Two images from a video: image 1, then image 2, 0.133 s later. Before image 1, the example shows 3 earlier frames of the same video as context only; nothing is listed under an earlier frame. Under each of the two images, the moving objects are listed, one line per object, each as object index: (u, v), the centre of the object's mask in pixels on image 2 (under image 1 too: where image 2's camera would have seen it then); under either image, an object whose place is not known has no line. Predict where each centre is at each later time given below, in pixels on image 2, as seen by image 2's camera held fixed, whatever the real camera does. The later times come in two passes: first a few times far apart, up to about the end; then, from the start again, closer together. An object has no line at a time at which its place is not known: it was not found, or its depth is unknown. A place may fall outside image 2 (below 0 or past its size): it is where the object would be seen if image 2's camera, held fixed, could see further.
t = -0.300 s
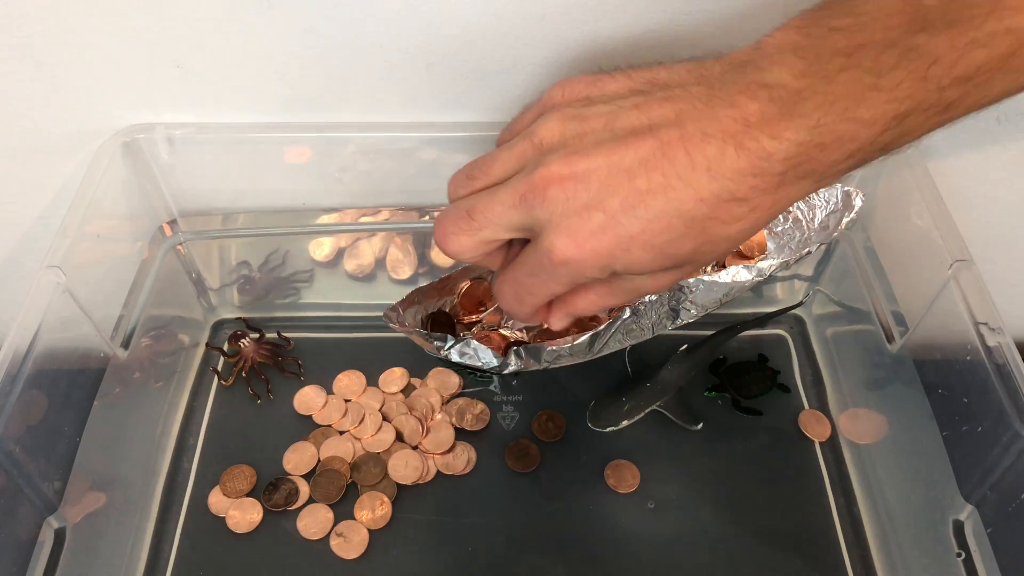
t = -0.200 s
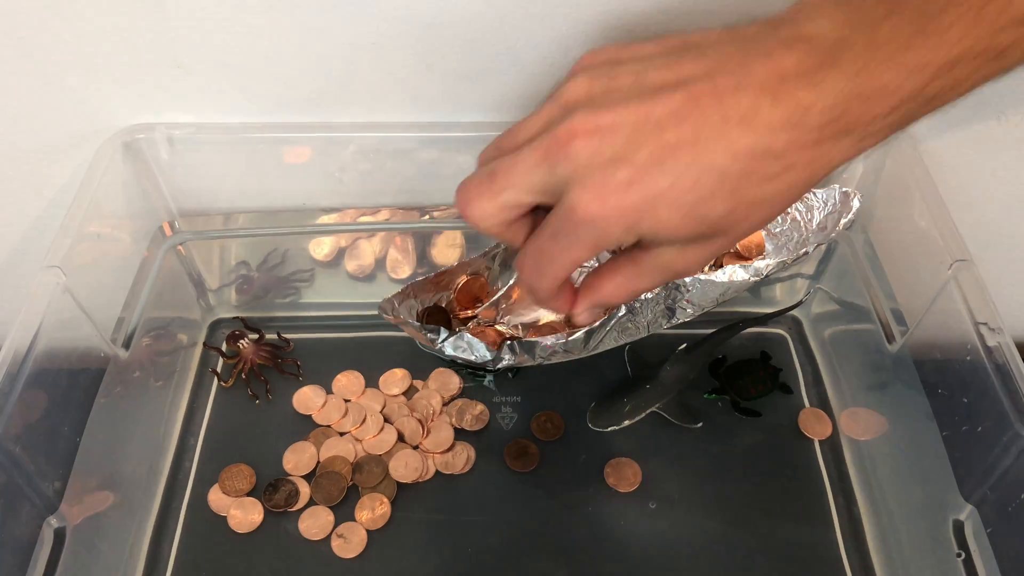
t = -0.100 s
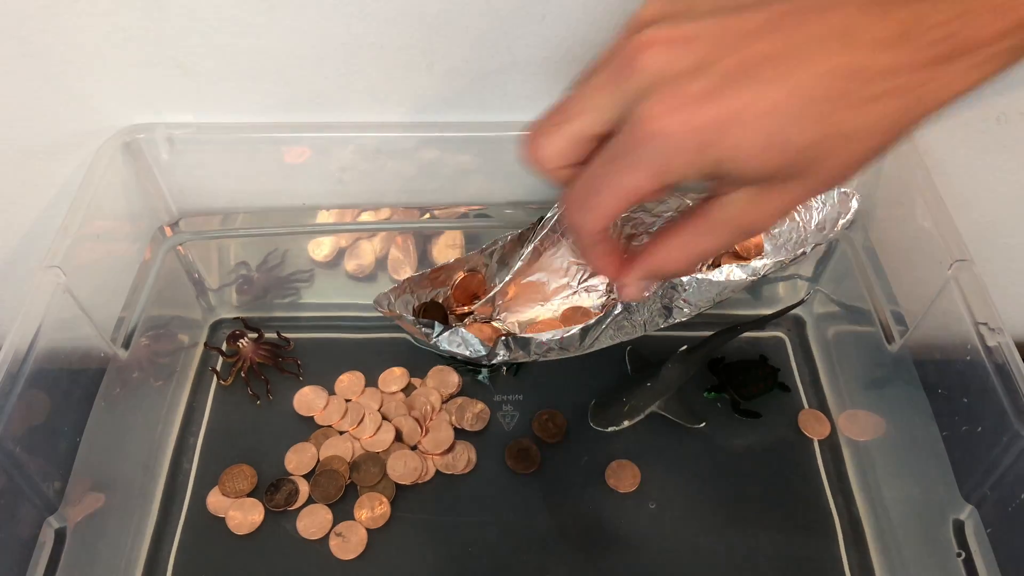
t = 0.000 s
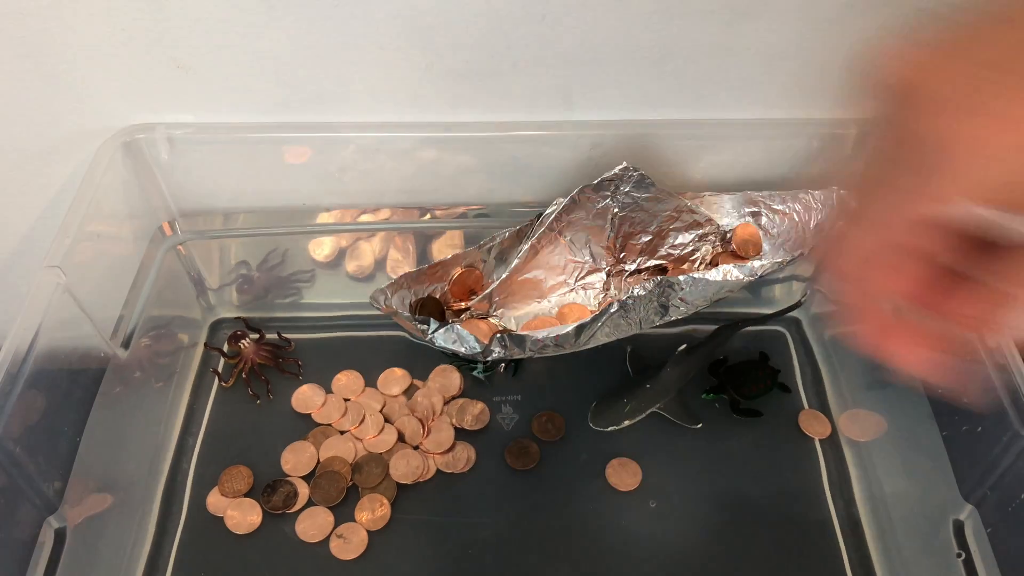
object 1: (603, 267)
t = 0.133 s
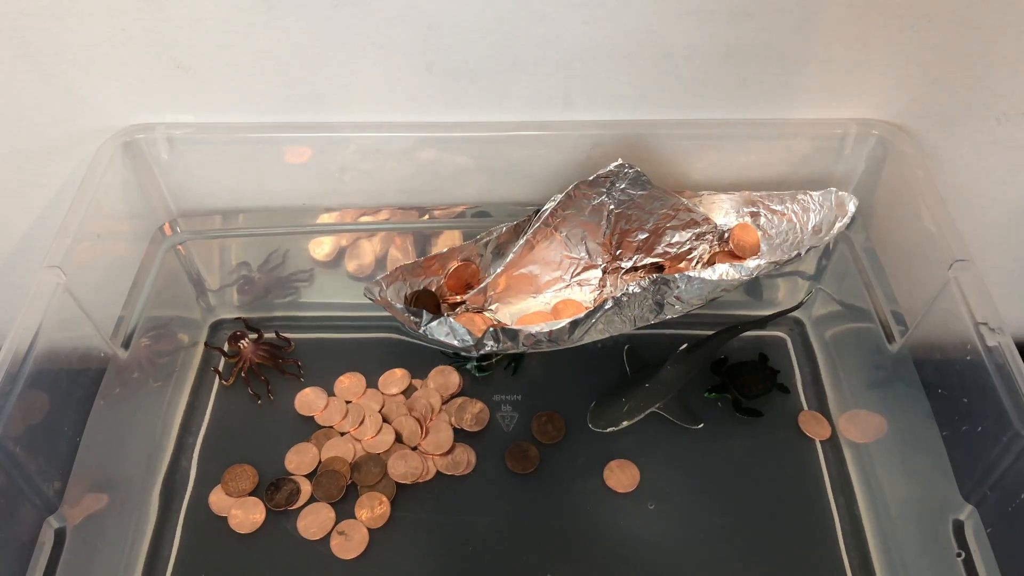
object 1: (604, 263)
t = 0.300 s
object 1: (598, 261)
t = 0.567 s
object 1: (588, 256)
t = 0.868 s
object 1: (574, 255)
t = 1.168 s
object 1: (574, 256)
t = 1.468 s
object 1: (580, 254)
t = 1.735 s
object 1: (587, 256)
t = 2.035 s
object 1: (593, 258)
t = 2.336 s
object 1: (598, 260)
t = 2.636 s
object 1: (603, 262)
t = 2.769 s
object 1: (605, 264)
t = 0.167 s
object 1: (603, 262)
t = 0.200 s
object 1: (602, 261)
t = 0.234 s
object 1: (601, 261)
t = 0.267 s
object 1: (600, 261)
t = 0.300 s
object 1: (598, 261)
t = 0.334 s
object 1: (597, 260)
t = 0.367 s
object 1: (596, 260)
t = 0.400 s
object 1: (595, 259)
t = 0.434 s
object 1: (594, 258)
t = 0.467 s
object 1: (592, 258)
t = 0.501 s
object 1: (591, 257)
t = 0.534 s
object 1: (589, 257)
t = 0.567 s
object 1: (588, 256)
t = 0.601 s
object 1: (587, 256)
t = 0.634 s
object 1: (586, 256)
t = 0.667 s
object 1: (585, 255)
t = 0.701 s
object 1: (582, 255)
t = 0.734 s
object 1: (581, 254)
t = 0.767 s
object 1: (579, 254)
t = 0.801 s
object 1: (578, 254)
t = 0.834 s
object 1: (576, 254)
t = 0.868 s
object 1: (574, 255)
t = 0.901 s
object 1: (572, 256)
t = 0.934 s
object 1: (571, 257)
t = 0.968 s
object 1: (568, 258)
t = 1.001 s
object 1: (567, 259)
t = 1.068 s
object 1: (570, 258)
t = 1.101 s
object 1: (572, 258)
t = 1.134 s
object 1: (574, 257)
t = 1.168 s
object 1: (574, 256)
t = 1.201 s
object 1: (575, 256)
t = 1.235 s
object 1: (573, 255)
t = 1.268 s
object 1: (575, 255)
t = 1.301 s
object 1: (576, 254)
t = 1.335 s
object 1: (576, 254)
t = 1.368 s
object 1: (577, 254)
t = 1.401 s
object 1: (578, 254)
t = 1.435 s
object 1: (579, 254)
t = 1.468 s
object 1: (580, 254)
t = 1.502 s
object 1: (581, 254)
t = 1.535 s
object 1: (581, 254)
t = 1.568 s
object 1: (582, 255)
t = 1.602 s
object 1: (583, 255)
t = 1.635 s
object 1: (584, 255)
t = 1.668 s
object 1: (585, 256)
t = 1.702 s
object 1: (586, 256)
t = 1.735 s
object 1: (587, 256)
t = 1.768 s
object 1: (587, 256)
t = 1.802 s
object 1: (588, 256)
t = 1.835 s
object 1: (589, 256)
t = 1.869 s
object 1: (589, 256)
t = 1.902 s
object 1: (589, 256)
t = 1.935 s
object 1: (590, 257)
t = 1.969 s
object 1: (591, 257)
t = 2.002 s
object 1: (592, 257)
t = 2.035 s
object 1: (593, 258)
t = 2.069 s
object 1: (593, 258)
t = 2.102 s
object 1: (594, 258)
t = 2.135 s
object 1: (595, 259)
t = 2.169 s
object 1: (595, 259)
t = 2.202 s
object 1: (596, 259)
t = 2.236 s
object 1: (596, 259)
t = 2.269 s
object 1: (597, 260)
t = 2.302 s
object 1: (597, 260)
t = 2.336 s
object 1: (598, 260)
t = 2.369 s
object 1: (598, 261)
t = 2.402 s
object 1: (599, 261)
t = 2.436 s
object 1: (600, 261)
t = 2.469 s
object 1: (600, 261)
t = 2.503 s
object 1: (601, 261)
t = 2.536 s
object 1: (601, 261)
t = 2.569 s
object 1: (602, 261)
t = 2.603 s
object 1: (602, 261)
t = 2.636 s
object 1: (603, 262)
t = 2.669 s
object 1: (604, 262)
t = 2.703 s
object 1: (604, 263)
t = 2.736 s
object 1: (604, 263)
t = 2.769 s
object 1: (605, 264)
